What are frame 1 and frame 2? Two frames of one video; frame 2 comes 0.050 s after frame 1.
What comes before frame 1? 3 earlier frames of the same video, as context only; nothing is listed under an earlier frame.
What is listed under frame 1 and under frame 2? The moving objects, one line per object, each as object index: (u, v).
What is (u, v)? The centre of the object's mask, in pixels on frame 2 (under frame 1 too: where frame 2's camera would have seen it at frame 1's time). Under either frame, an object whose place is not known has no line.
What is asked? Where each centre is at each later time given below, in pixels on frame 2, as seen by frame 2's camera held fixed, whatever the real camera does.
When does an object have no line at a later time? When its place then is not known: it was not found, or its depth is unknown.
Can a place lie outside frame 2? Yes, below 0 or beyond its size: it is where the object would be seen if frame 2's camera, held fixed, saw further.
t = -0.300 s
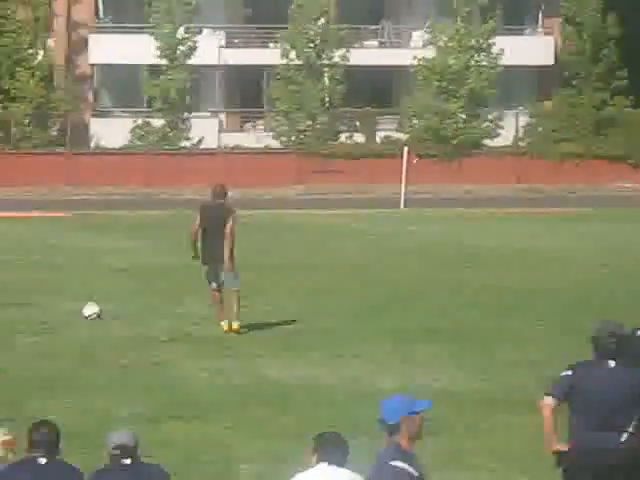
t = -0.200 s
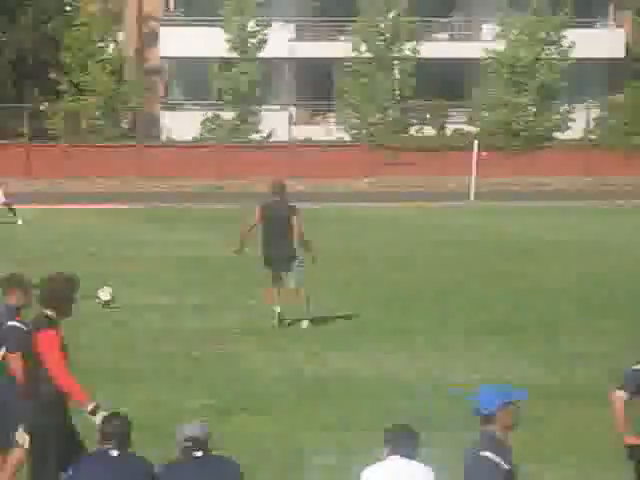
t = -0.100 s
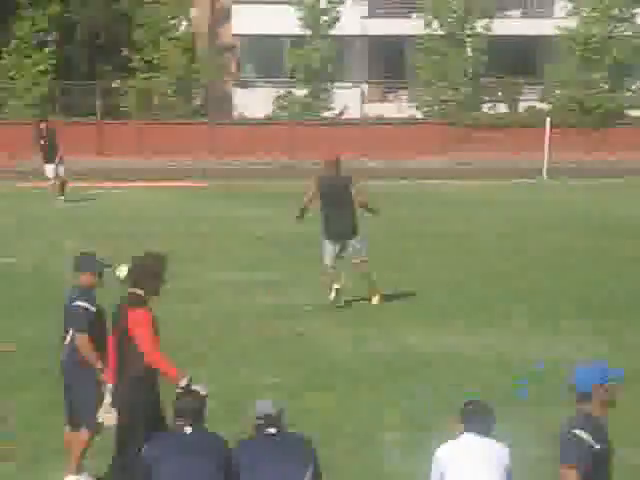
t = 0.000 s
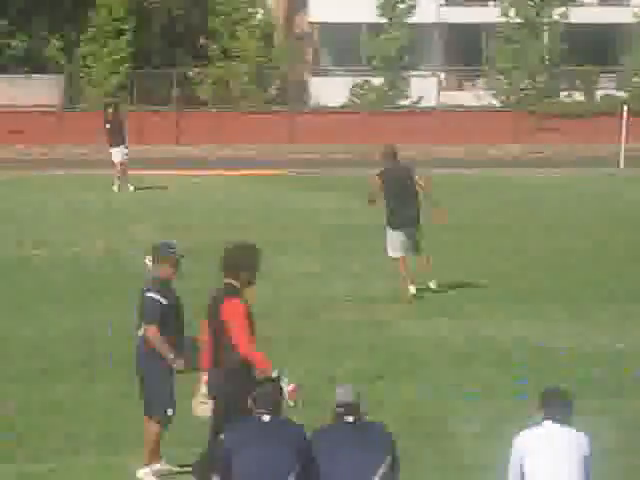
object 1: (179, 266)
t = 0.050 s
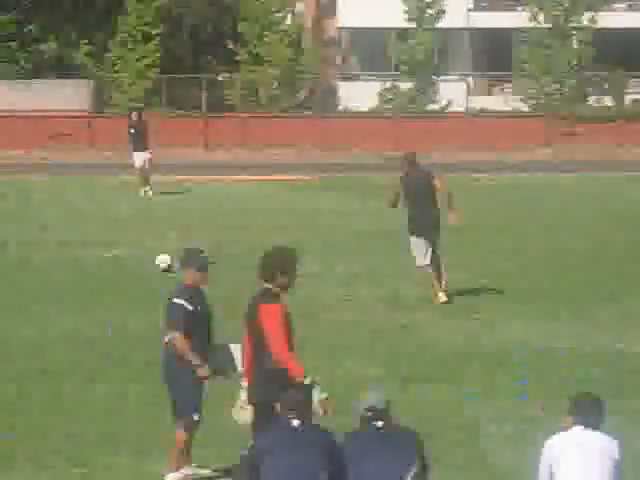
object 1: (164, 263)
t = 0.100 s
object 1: (144, 258)
